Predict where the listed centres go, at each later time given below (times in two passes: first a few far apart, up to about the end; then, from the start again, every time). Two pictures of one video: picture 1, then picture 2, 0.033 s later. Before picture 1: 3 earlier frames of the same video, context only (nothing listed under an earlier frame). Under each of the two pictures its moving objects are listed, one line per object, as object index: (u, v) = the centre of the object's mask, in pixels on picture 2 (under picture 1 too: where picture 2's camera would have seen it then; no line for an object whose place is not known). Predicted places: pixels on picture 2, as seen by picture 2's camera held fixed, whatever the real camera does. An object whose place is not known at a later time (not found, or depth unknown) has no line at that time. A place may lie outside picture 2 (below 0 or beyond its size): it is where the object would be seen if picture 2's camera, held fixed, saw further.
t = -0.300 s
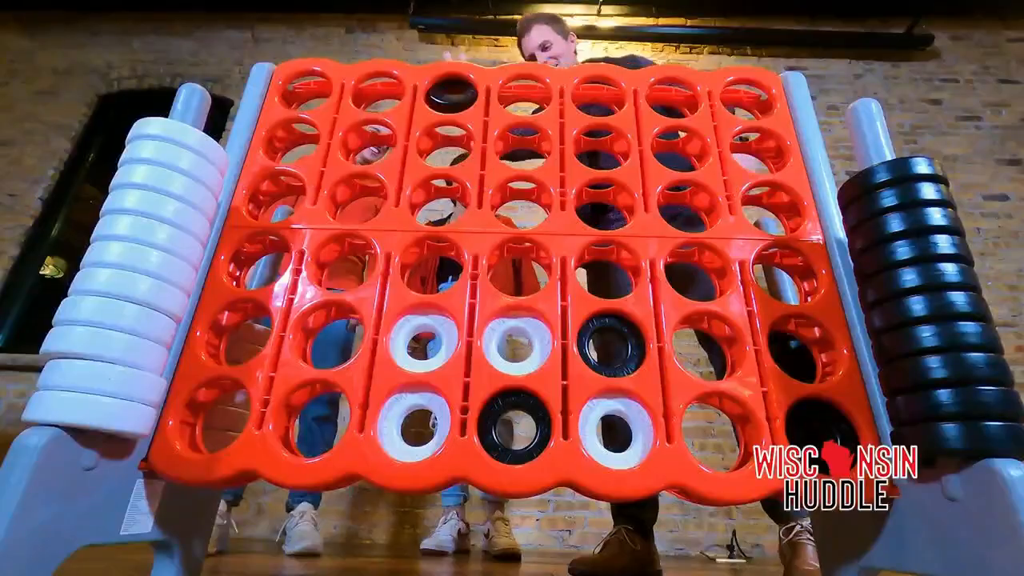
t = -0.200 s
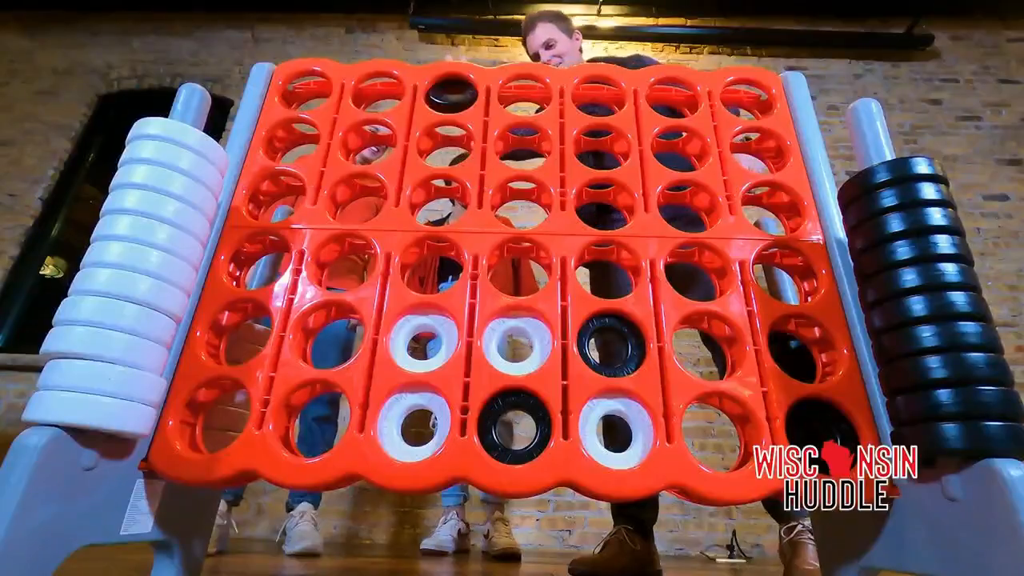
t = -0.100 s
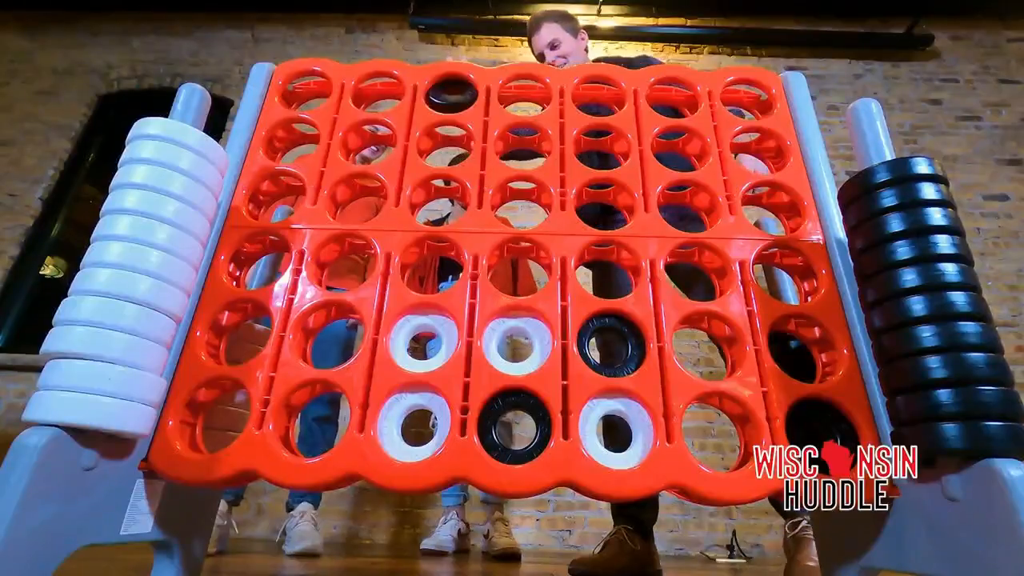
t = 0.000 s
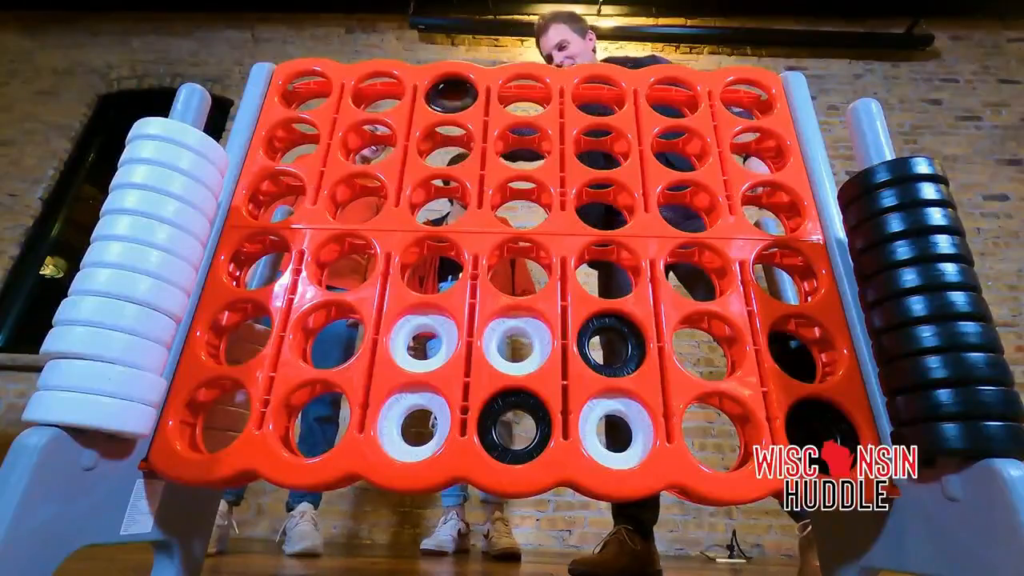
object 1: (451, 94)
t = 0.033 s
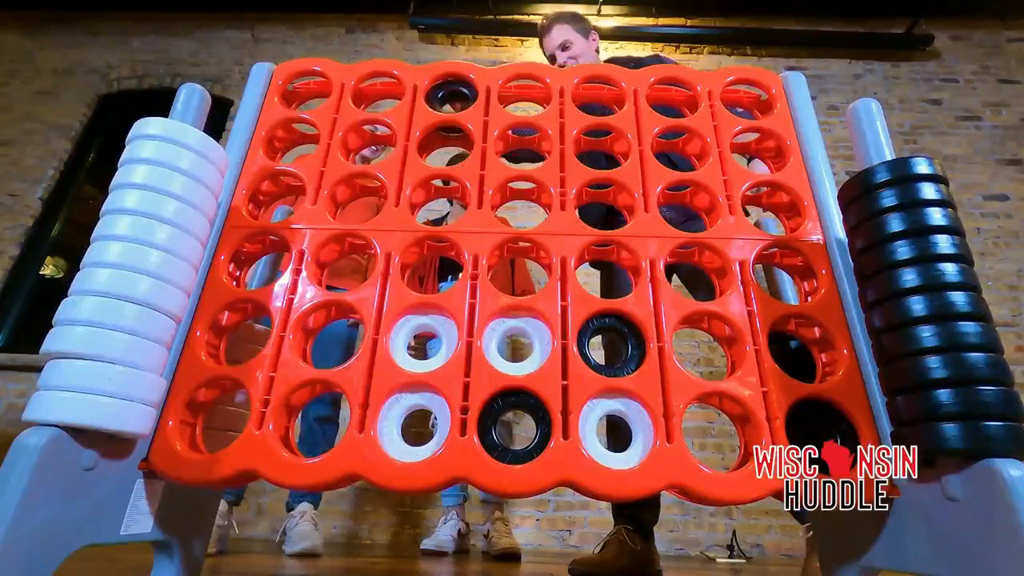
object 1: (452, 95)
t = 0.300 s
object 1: (431, 267)
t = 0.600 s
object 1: (432, 267)
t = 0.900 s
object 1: (432, 267)
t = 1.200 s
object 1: (432, 267)
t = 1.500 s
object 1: (432, 267)
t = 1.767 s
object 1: (432, 267)
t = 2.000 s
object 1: (432, 268)
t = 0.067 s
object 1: (450, 100)
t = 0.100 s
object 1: (446, 146)
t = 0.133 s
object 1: (445, 146)
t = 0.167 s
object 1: (440, 191)
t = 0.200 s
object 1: (439, 202)
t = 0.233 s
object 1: (437, 221)
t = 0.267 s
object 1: (433, 263)
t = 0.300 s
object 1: (431, 267)
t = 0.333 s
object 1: (434, 261)
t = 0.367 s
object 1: (439, 240)
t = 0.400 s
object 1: (441, 226)
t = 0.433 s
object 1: (439, 219)
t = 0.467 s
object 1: (438, 207)
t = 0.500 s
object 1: (437, 226)
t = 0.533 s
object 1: (437, 245)
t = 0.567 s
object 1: (432, 266)
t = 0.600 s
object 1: (432, 267)
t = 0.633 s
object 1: (432, 266)
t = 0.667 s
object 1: (432, 266)
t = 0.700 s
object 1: (432, 267)
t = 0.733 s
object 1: (432, 267)
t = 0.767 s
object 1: (431, 267)
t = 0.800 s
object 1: (432, 267)
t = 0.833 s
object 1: (432, 267)
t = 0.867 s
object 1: (432, 267)
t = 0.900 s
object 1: (432, 267)
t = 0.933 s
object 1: (432, 267)
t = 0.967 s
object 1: (432, 267)
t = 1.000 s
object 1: (432, 267)
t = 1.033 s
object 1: (432, 267)
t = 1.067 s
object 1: (432, 267)
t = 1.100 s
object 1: (432, 267)
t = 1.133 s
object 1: (432, 267)
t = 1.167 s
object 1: (432, 267)
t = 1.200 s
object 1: (432, 267)
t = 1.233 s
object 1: (432, 267)
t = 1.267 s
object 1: (432, 267)
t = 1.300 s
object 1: (432, 267)
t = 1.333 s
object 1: (432, 267)
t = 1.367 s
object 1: (432, 267)
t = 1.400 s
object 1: (432, 267)
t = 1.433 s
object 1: (432, 267)
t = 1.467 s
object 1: (432, 267)
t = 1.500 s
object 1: (432, 267)
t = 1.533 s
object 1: (432, 267)
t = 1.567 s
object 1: (432, 267)
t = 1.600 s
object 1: (432, 267)
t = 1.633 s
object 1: (432, 267)
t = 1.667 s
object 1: (432, 267)
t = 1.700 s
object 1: (432, 267)
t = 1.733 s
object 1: (432, 267)
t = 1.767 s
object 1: (432, 267)
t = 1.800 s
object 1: (432, 267)
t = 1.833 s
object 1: (432, 268)
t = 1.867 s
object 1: (432, 268)
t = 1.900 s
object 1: (432, 268)
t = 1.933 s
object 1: (432, 268)
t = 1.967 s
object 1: (432, 268)
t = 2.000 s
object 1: (432, 268)
